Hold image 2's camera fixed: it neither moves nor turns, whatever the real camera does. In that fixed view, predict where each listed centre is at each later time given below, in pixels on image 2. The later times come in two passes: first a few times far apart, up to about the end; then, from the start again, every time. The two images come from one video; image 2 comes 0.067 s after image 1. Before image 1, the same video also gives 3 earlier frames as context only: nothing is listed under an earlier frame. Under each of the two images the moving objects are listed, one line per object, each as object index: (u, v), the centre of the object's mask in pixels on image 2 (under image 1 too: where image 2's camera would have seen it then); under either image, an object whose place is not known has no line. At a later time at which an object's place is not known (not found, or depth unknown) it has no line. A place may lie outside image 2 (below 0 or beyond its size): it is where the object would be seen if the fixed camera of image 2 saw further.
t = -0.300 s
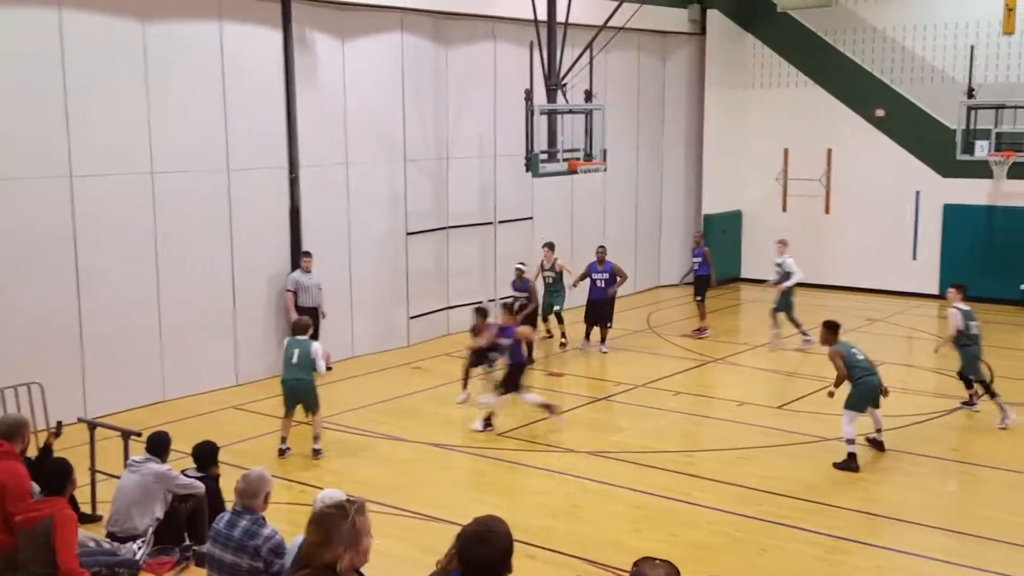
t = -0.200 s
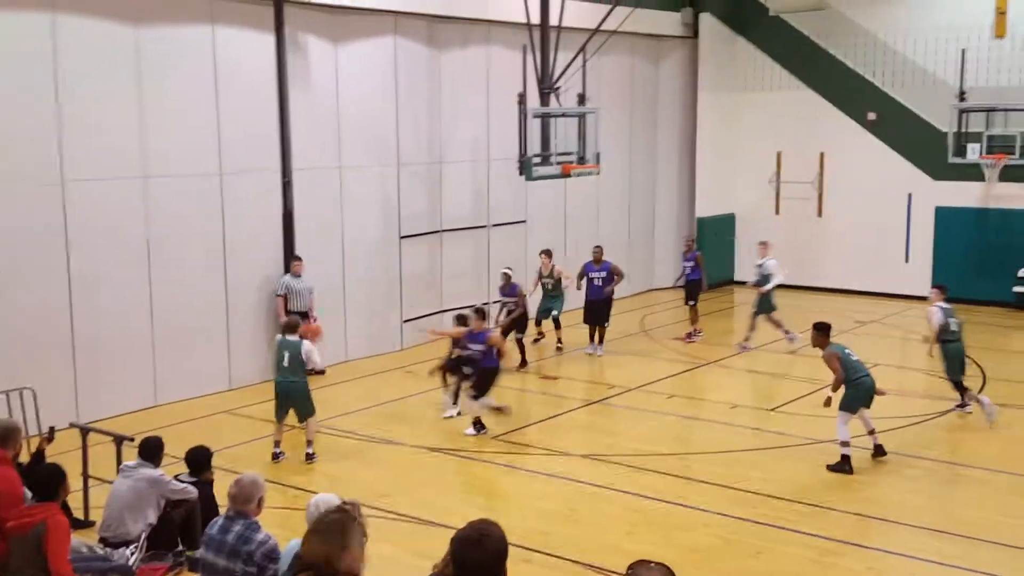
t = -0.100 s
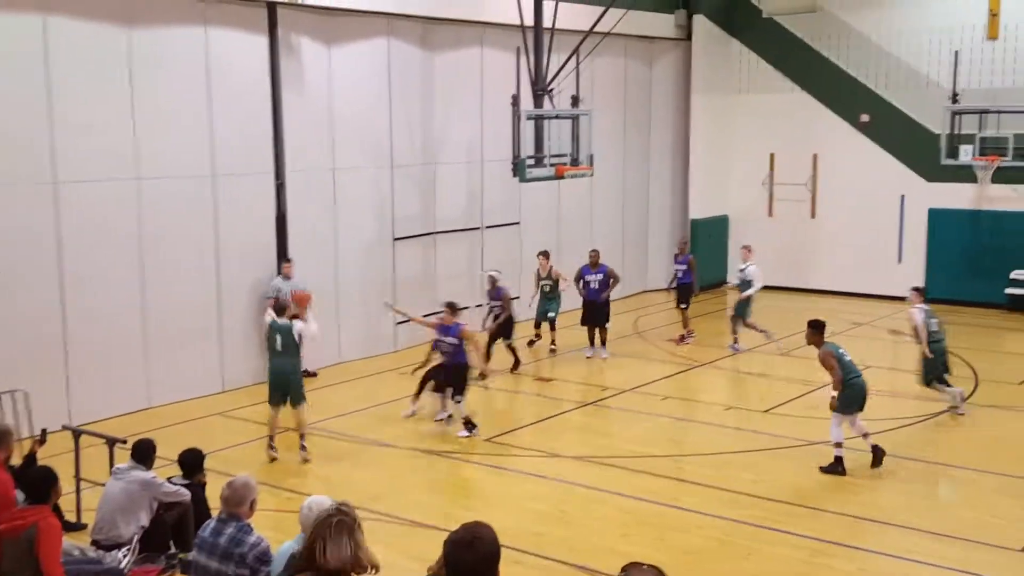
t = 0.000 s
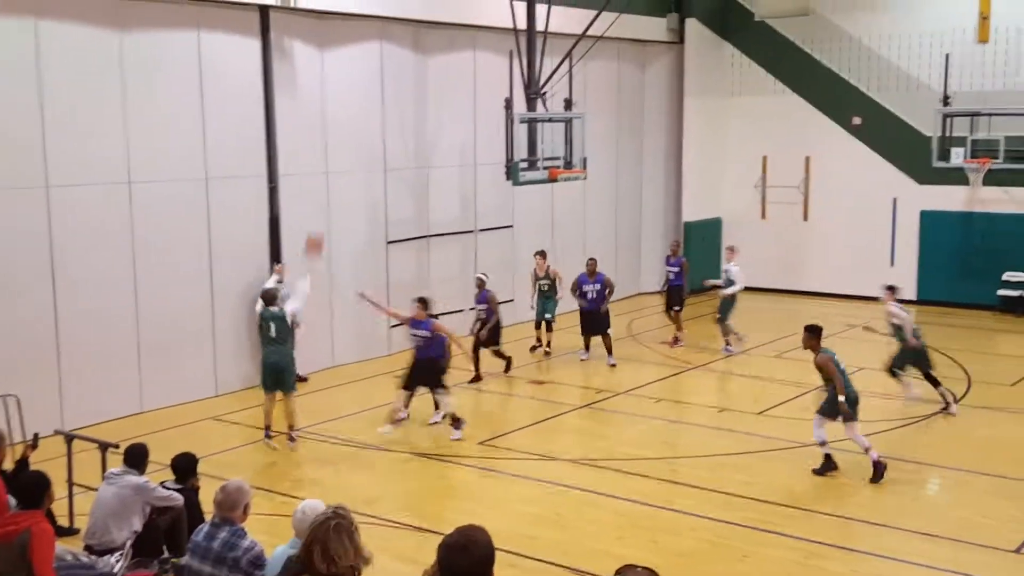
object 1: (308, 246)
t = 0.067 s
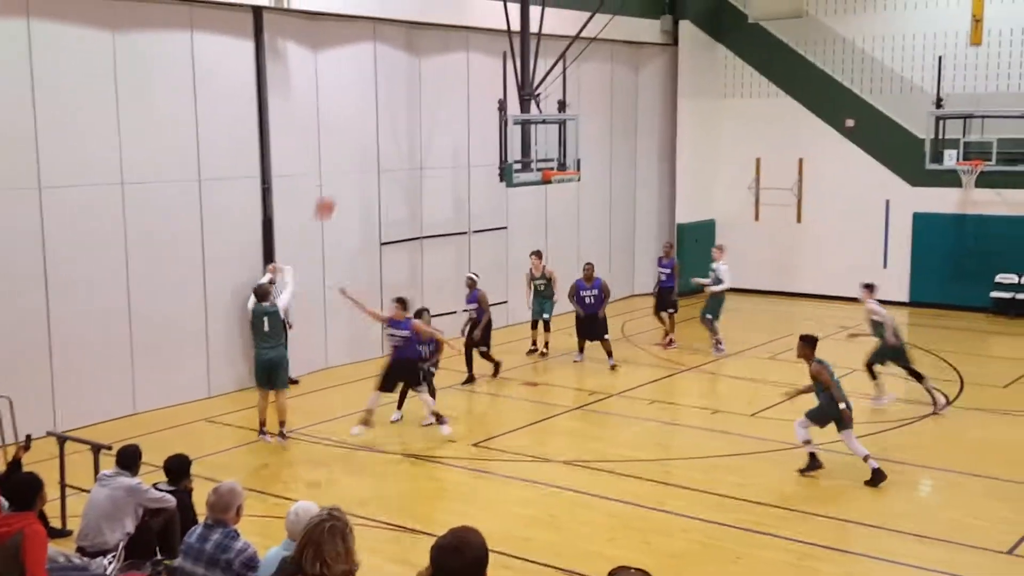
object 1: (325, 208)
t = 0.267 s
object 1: (373, 118)
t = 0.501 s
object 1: (425, 62)
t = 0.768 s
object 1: (478, 55)
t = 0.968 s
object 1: (515, 81)
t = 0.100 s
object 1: (333, 190)
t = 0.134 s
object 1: (341, 173)
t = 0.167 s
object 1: (349, 158)
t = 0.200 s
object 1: (357, 144)
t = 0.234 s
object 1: (365, 131)
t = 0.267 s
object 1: (373, 118)
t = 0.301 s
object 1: (381, 107)
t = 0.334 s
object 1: (389, 97)
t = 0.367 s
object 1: (396, 87)
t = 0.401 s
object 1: (404, 81)
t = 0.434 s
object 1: (411, 74)
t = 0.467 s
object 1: (418, 68)
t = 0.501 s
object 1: (425, 62)
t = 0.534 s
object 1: (432, 58)
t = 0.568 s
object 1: (439, 55)
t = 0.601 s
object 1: (445, 53)
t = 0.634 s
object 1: (452, 52)
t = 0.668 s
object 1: (459, 51)
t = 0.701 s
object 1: (465, 52)
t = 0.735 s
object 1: (472, 52)
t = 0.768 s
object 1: (478, 55)
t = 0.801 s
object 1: (483, 58)
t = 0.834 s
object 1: (490, 61)
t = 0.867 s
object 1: (496, 65)
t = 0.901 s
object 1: (502, 69)
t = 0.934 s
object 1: (508, 74)
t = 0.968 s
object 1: (515, 81)
